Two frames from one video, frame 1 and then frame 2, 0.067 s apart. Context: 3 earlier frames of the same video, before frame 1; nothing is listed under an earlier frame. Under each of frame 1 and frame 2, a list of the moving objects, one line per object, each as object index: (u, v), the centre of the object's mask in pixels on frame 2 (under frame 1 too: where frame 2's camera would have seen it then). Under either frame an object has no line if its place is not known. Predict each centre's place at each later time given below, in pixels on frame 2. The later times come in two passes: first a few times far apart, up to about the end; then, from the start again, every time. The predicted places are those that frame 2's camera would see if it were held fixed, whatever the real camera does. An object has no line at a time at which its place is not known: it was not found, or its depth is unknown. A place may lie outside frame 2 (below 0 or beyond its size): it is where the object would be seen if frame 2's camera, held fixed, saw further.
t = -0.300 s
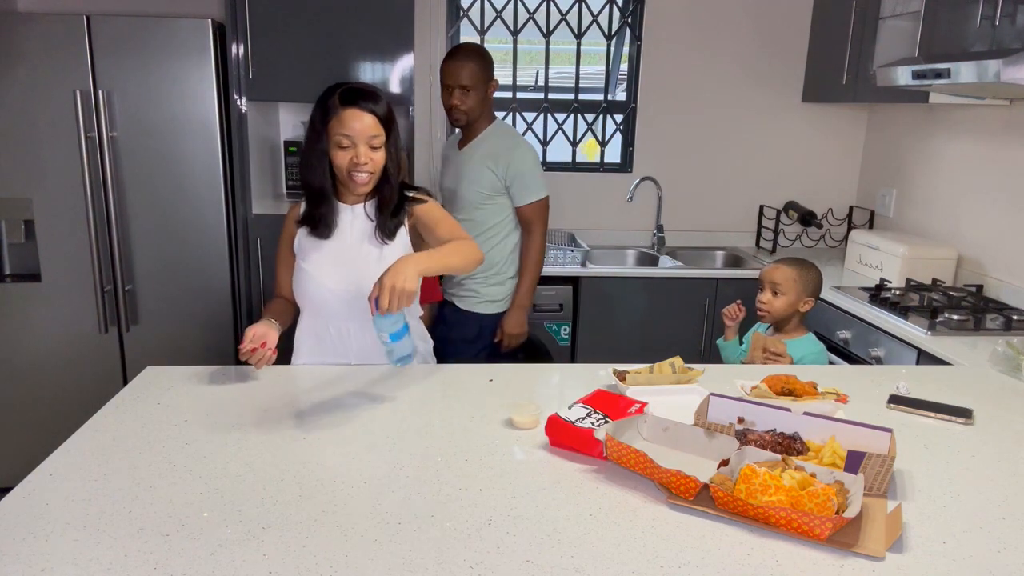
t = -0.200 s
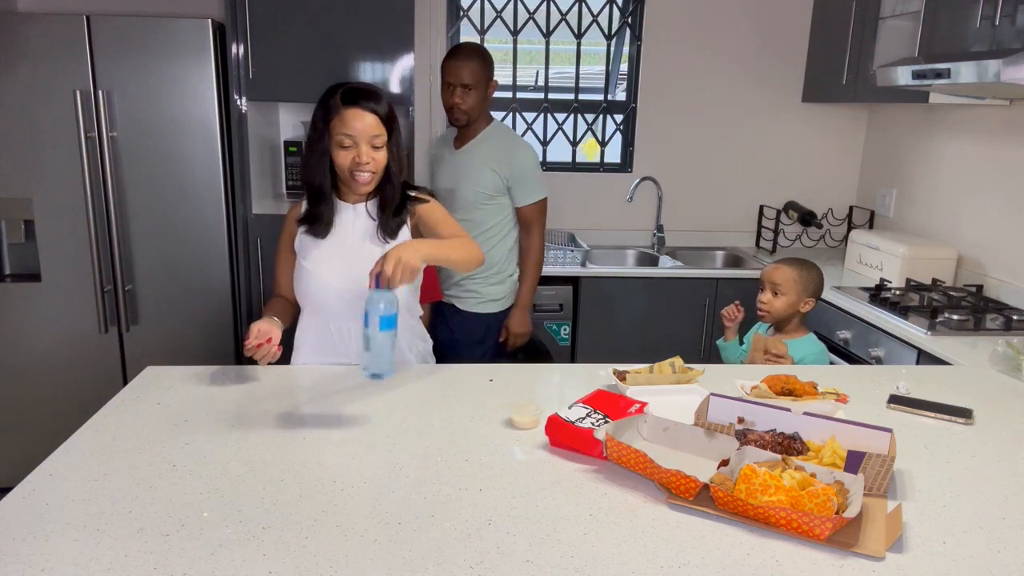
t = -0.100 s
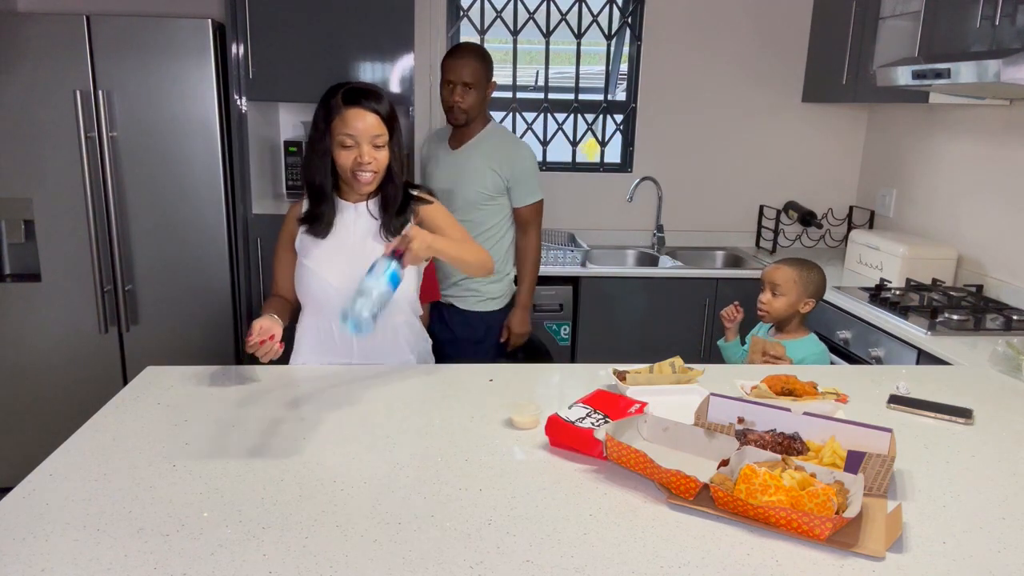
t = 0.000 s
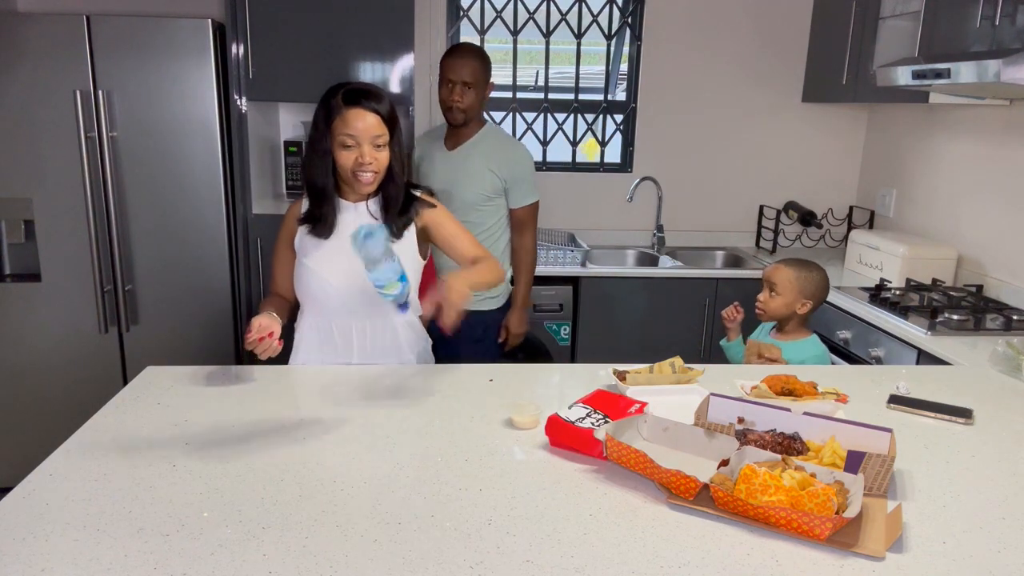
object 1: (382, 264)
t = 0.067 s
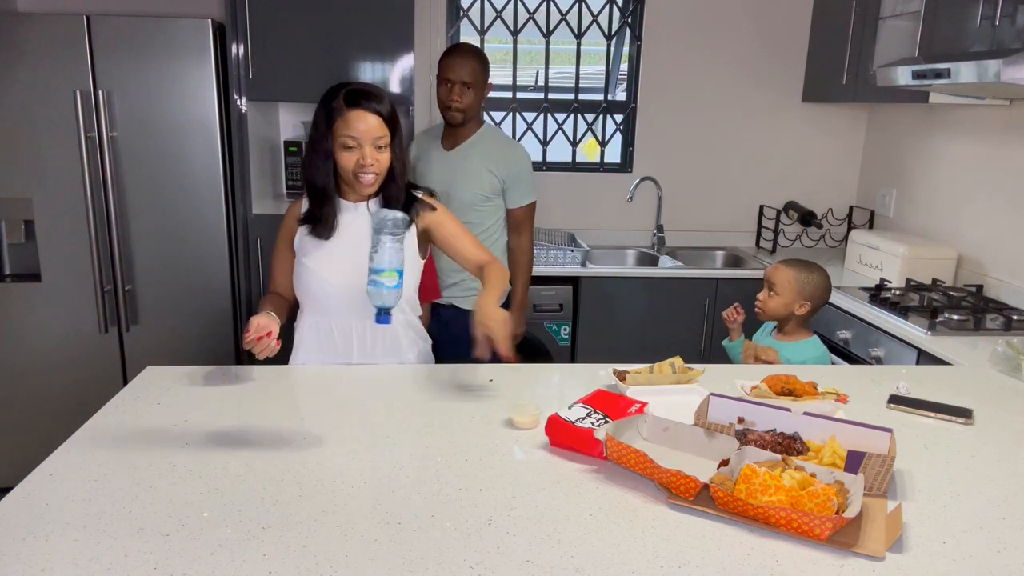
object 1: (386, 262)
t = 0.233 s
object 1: (410, 335)
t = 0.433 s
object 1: (415, 413)
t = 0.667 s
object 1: (418, 425)
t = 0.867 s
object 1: (417, 425)
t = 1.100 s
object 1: (418, 425)
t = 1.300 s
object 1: (417, 425)
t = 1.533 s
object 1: (417, 425)
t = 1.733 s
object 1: (417, 425)
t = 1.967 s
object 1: (417, 425)
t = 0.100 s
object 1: (390, 264)
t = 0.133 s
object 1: (395, 271)
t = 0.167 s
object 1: (399, 287)
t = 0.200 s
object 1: (404, 309)
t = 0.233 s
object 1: (410, 335)
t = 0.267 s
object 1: (413, 365)
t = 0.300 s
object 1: (415, 408)
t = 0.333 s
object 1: (415, 417)
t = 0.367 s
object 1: (415, 411)
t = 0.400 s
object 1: (415, 408)
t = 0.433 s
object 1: (415, 413)
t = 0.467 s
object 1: (414, 418)
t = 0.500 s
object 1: (413, 423)
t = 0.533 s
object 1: (414, 424)
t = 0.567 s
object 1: (415, 425)
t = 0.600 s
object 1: (417, 425)
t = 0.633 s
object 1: (418, 425)
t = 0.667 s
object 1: (418, 425)
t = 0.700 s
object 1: (417, 425)
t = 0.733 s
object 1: (418, 425)
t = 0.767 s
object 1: (418, 425)
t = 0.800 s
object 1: (417, 425)
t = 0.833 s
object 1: (417, 425)
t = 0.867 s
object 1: (417, 425)
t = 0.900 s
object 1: (417, 425)
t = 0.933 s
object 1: (417, 425)
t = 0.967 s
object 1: (417, 425)
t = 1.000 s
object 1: (417, 425)
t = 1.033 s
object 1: (417, 425)
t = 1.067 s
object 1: (417, 425)
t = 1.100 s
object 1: (418, 425)
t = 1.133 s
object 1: (417, 425)
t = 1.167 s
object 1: (417, 425)
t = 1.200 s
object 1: (417, 425)
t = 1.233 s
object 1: (417, 425)
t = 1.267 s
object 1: (417, 425)
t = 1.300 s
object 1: (417, 425)
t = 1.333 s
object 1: (417, 425)
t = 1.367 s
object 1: (417, 425)
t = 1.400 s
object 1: (417, 425)
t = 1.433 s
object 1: (417, 425)
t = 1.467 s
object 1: (417, 425)
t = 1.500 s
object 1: (417, 425)
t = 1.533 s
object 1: (417, 425)
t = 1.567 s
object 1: (417, 425)
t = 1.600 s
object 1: (417, 425)
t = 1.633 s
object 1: (417, 425)
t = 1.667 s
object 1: (417, 425)
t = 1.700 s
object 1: (417, 425)
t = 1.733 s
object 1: (417, 425)
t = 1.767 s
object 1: (417, 425)
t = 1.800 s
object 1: (417, 425)
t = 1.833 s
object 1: (417, 425)
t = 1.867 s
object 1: (417, 425)
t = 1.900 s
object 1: (417, 425)
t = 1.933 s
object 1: (417, 425)
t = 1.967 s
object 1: (417, 425)
